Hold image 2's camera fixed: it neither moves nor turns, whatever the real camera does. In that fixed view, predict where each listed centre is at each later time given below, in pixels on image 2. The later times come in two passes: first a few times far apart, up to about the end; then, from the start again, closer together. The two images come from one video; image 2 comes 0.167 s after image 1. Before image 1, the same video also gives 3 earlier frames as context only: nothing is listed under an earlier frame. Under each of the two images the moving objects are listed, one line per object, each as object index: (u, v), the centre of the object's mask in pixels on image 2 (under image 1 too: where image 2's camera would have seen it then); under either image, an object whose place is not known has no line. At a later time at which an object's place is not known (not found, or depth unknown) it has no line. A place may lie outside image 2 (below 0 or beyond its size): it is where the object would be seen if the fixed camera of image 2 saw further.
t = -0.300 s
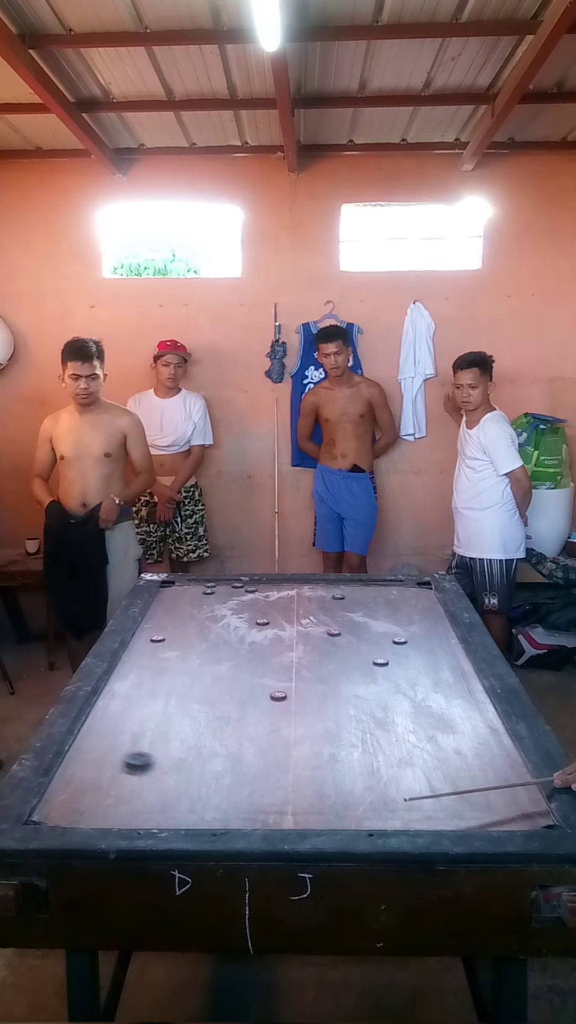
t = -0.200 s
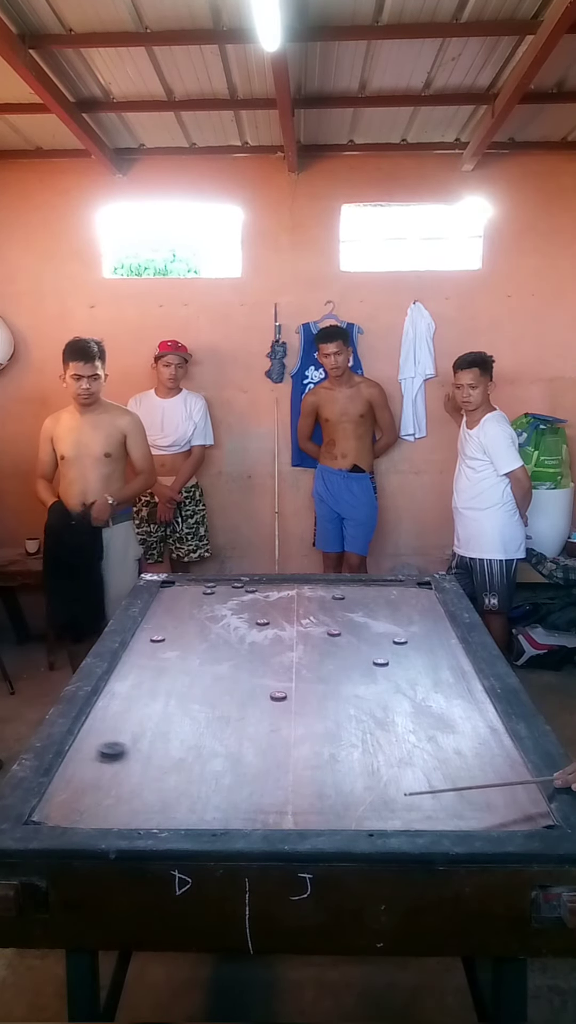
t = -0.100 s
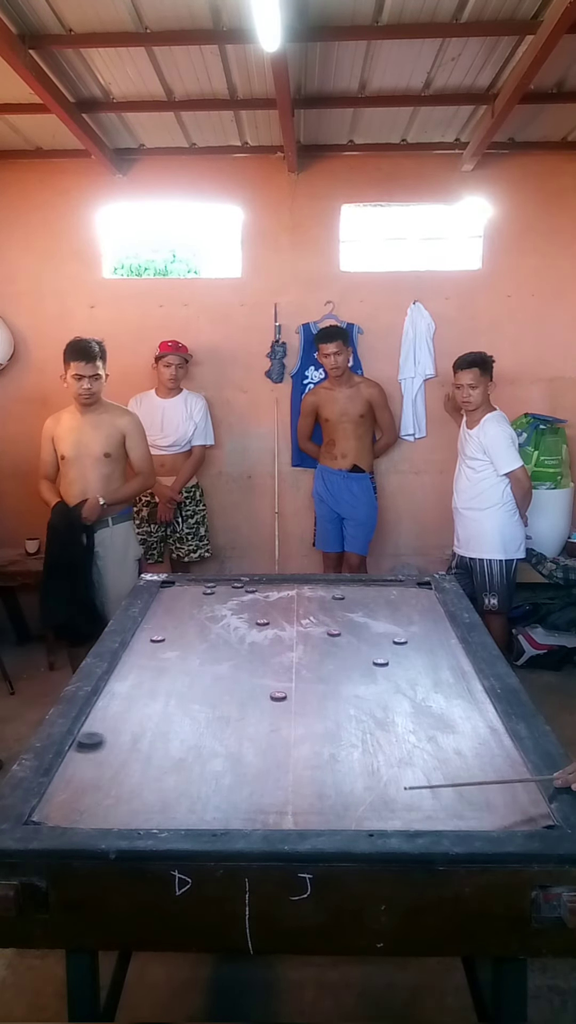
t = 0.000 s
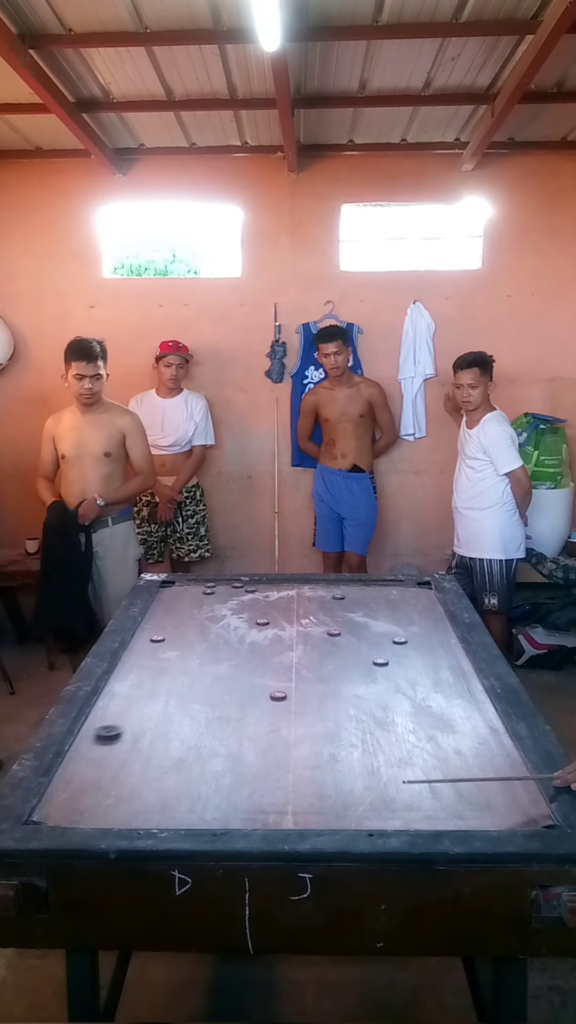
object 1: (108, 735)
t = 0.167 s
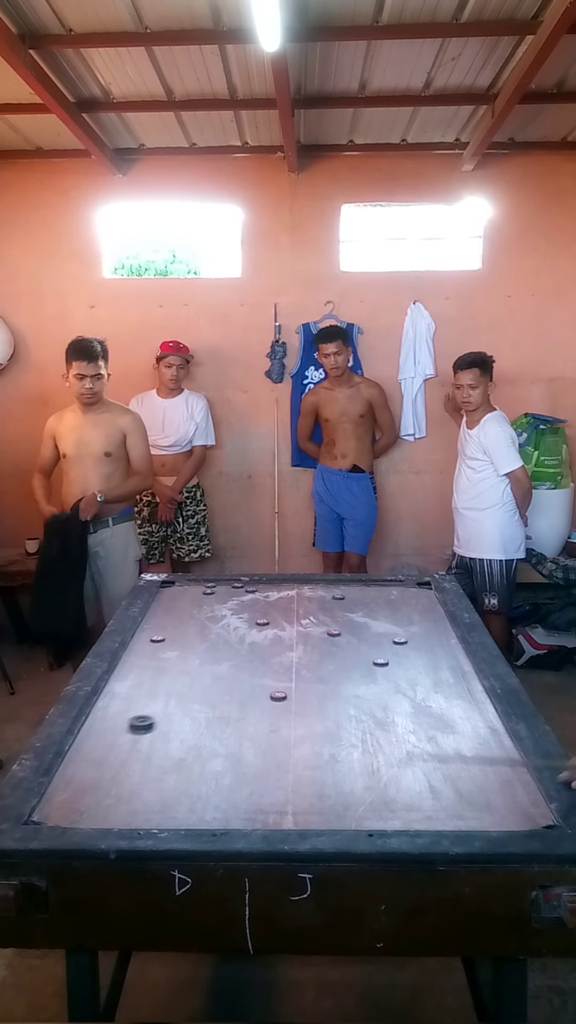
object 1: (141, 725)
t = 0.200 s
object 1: (147, 723)
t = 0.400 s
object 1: (177, 712)
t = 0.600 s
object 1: (201, 703)
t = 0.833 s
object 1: (221, 694)
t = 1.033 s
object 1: (231, 689)
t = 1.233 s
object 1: (235, 686)
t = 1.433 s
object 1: (235, 686)
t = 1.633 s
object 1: (235, 686)
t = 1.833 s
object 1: (235, 686)
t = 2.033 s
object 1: (235, 686)
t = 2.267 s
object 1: (235, 685)
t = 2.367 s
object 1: (231, 686)
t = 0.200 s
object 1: (147, 723)
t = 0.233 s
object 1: (153, 721)
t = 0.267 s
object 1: (158, 719)
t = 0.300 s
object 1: (163, 717)
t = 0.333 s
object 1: (168, 715)
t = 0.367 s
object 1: (173, 714)
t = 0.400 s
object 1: (177, 712)
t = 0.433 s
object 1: (182, 710)
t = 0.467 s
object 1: (186, 709)
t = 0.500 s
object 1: (190, 707)
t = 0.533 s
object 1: (194, 706)
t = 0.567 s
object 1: (198, 704)
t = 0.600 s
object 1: (201, 703)
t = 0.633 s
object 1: (204, 702)
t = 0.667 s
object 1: (208, 700)
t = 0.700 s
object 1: (210, 699)
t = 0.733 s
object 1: (213, 698)
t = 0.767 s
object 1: (216, 696)
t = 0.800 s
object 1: (218, 695)
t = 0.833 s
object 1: (221, 694)
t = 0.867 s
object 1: (223, 693)
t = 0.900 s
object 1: (225, 692)
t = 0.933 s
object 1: (226, 691)
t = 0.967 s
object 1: (228, 691)
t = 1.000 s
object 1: (229, 690)
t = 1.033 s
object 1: (231, 689)
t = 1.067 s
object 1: (232, 689)
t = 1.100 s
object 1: (233, 688)
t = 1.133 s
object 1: (233, 687)
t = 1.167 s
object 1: (234, 687)
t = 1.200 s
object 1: (235, 687)
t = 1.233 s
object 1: (235, 686)
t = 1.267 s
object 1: (235, 686)
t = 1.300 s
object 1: (235, 686)
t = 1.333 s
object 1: (235, 686)
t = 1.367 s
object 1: (235, 686)
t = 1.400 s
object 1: (235, 686)
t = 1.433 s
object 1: (235, 686)
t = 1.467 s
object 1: (235, 686)
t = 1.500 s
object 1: (235, 686)
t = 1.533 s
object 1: (235, 686)
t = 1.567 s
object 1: (235, 686)
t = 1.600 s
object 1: (235, 686)
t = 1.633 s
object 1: (235, 686)
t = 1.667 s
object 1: (235, 686)
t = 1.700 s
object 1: (235, 686)
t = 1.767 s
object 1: (235, 686)
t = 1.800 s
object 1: (235, 686)
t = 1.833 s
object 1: (235, 686)
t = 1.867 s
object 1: (235, 686)
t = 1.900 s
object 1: (235, 686)
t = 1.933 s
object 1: (235, 686)
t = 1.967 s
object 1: (235, 686)
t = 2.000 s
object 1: (235, 686)
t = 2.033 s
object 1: (235, 686)
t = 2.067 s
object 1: (235, 686)
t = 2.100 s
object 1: (235, 686)
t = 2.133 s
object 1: (235, 686)
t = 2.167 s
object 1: (235, 686)
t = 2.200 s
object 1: (235, 685)
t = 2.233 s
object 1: (235, 685)
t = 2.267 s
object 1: (235, 685)
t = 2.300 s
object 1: (235, 685)
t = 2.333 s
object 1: (235, 686)
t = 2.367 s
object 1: (231, 686)
